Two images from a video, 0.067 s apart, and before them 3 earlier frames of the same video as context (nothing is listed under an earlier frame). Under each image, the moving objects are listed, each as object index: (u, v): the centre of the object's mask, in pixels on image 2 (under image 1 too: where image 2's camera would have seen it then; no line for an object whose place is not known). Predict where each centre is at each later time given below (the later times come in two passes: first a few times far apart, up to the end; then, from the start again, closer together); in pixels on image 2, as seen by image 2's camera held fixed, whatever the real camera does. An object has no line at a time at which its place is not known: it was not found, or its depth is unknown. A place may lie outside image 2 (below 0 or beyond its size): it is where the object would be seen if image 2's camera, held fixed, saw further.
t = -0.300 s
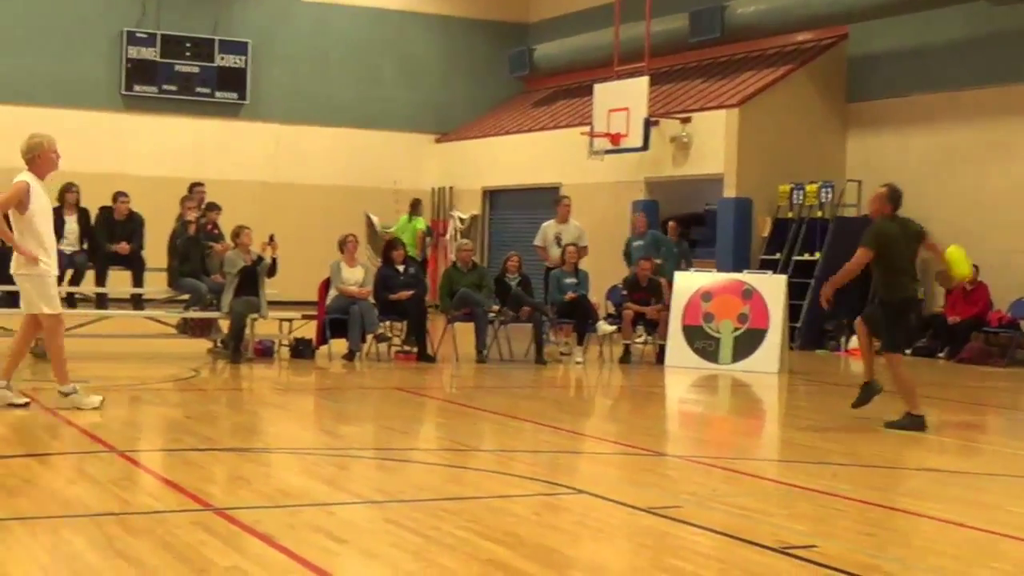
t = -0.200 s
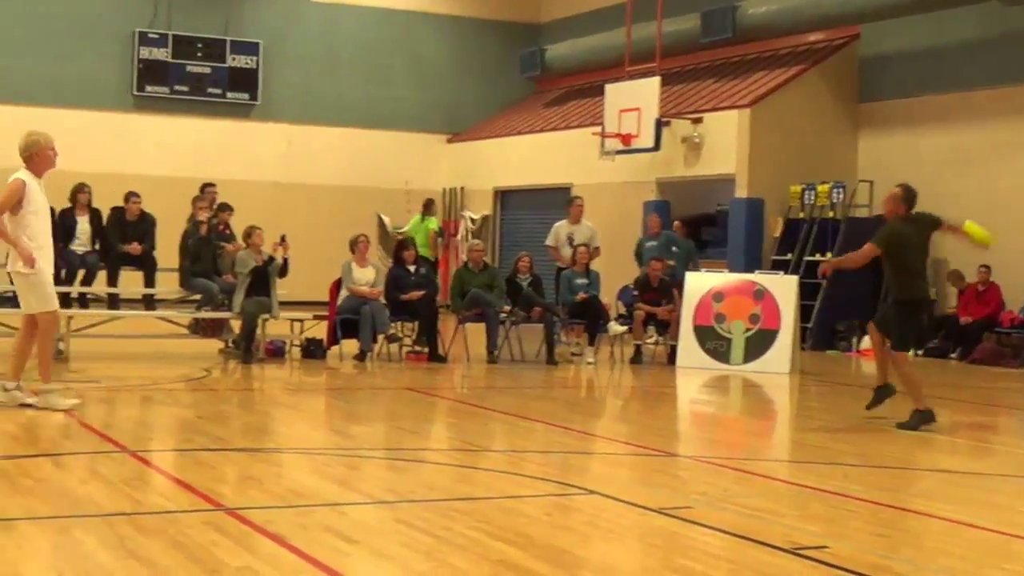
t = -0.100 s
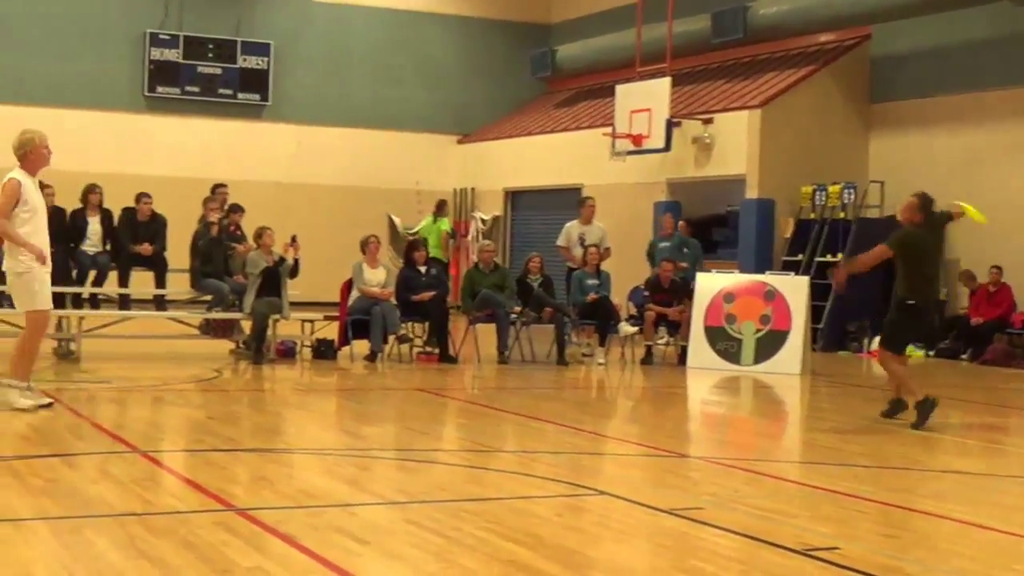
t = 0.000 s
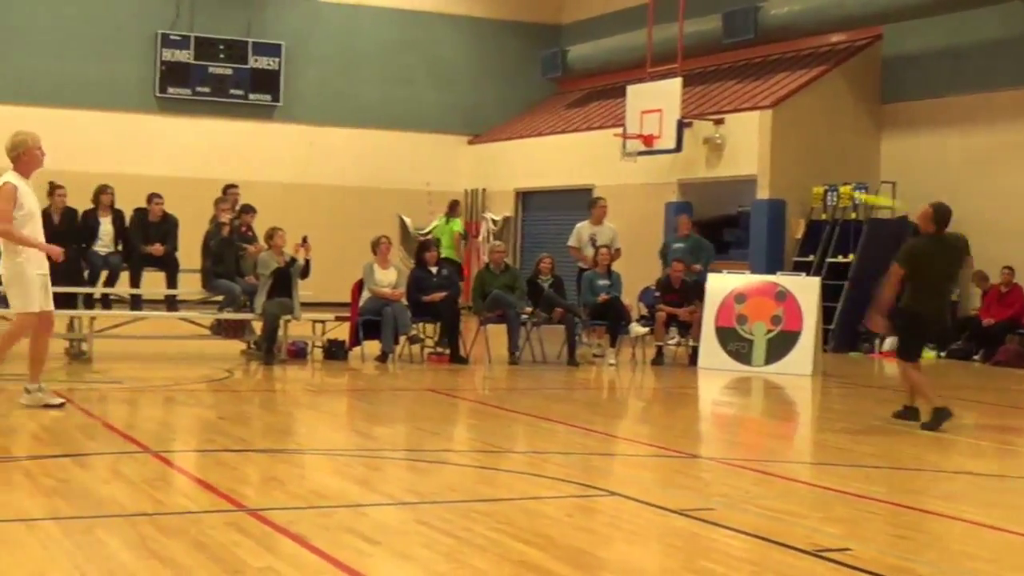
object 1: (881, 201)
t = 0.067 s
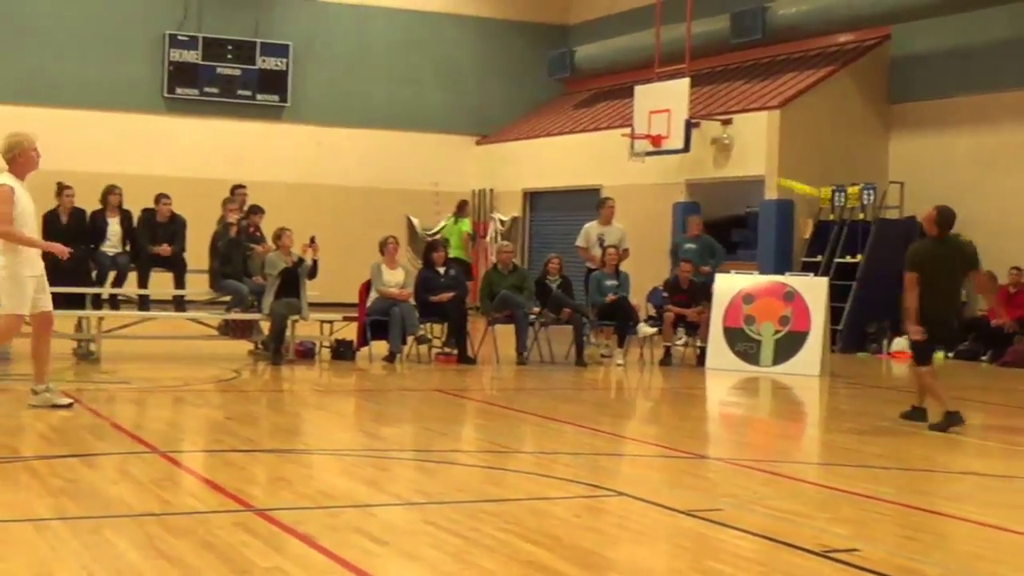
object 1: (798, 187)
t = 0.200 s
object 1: (660, 159)
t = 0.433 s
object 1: (430, 108)
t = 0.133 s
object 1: (730, 175)
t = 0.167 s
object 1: (691, 165)
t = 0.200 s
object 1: (660, 159)
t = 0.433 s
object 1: (430, 108)
